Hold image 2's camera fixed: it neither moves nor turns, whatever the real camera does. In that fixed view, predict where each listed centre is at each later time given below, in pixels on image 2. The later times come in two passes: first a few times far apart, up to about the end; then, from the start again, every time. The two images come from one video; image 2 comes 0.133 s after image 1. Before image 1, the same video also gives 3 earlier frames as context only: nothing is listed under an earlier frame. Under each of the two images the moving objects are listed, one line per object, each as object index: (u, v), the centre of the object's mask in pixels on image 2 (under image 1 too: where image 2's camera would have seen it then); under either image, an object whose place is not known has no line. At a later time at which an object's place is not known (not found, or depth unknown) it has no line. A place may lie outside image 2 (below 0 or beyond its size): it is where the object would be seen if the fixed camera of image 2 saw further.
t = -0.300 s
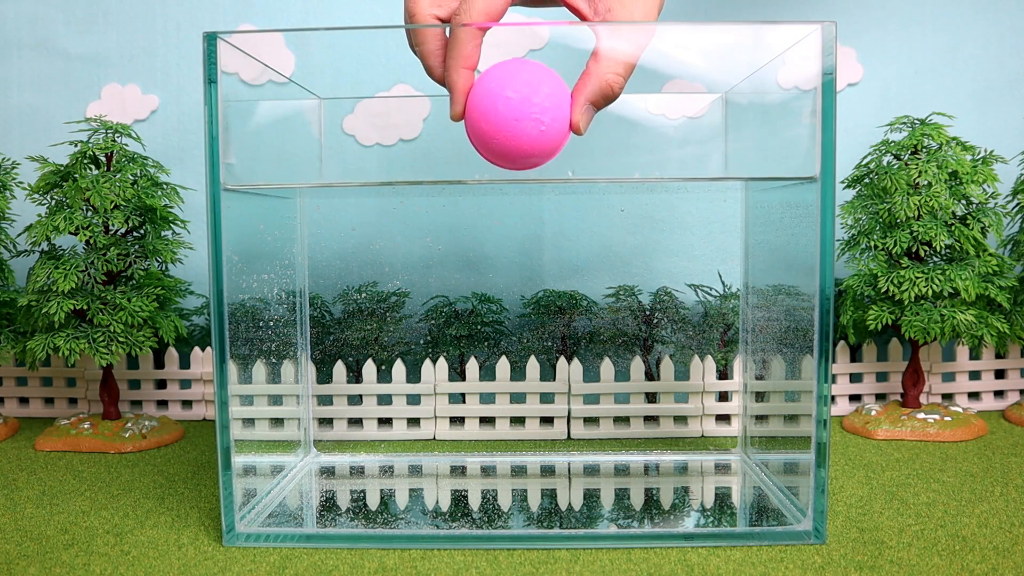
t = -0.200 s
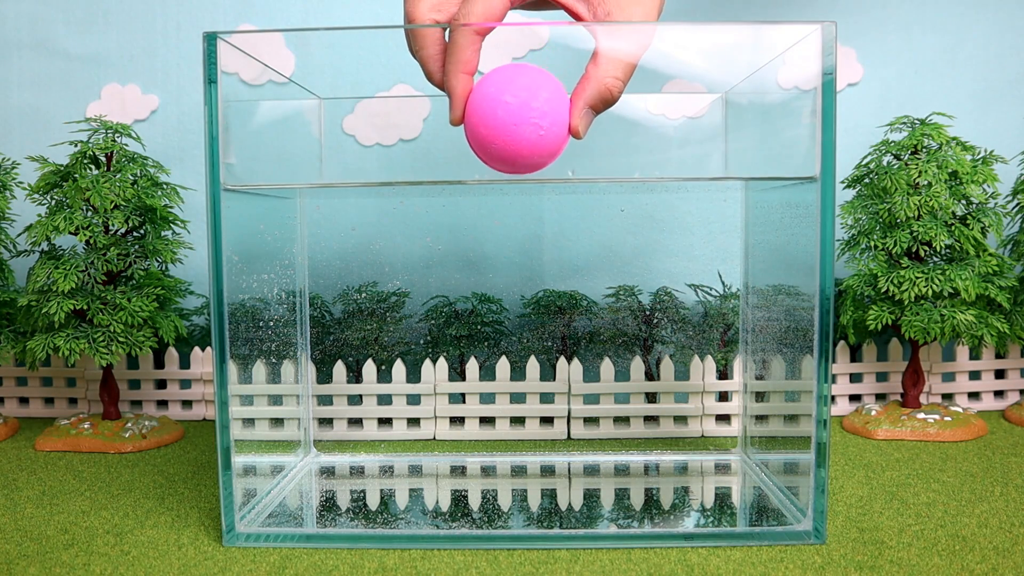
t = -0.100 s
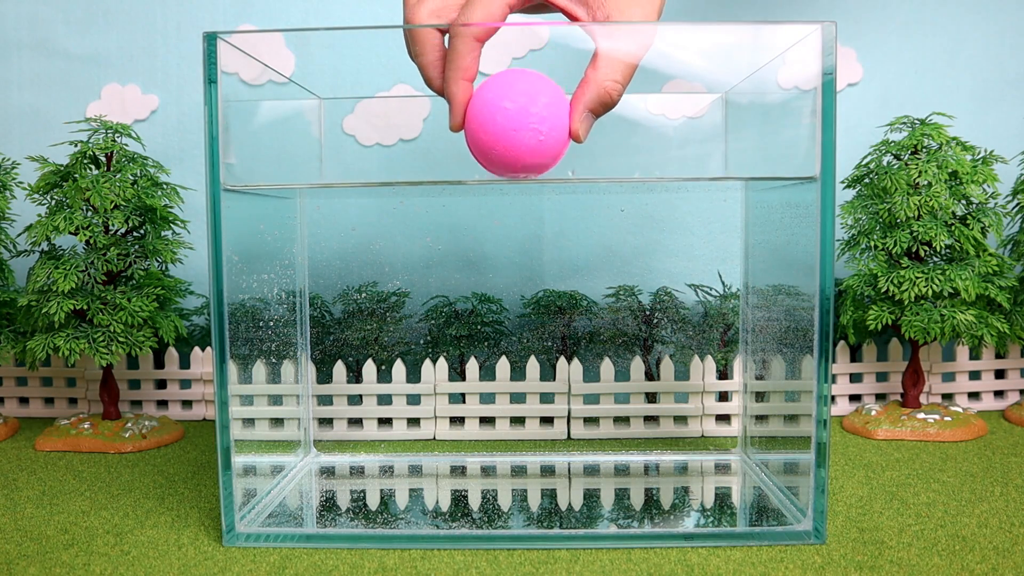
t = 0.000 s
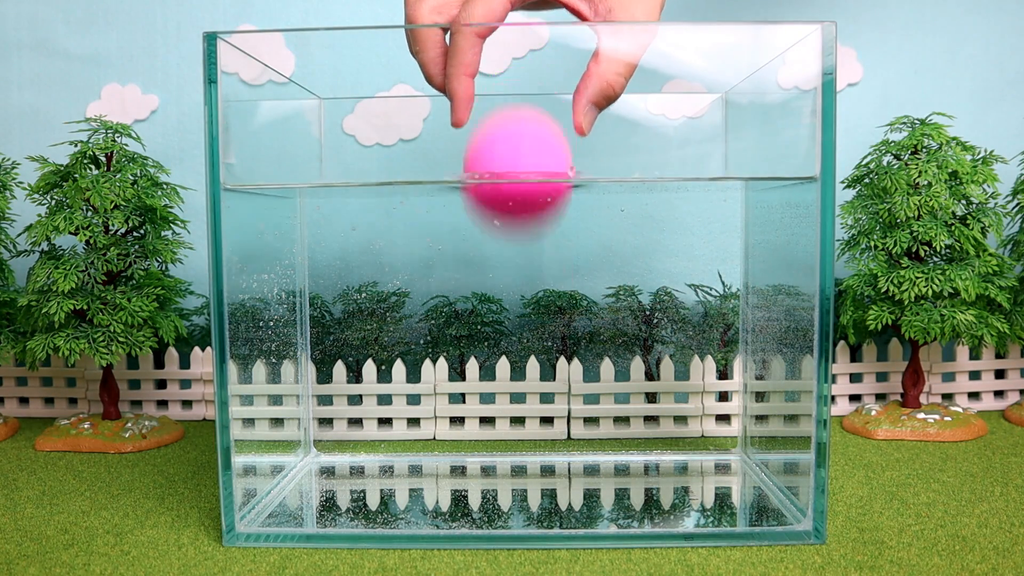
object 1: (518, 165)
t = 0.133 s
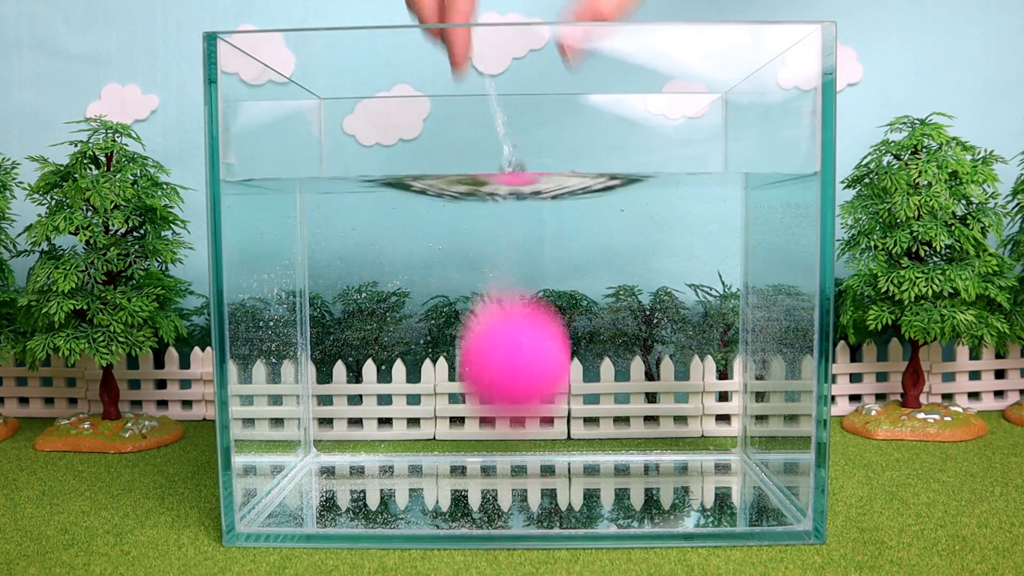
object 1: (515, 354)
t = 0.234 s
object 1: (513, 441)
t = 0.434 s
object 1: (505, 444)
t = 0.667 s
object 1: (501, 447)
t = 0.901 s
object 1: (502, 448)
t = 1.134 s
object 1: (506, 439)
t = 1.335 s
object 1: (510, 455)
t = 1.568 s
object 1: (514, 450)
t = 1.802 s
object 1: (517, 438)
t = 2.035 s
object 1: (518, 439)
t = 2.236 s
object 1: (518, 428)
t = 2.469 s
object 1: (519, 438)
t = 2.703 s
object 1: (519, 455)
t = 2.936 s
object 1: (515, 457)
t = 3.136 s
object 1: (517, 441)
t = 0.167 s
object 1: (513, 413)
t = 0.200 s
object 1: (514, 441)
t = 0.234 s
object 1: (513, 441)
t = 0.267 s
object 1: (511, 441)
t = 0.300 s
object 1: (509, 441)
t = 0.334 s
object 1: (508, 442)
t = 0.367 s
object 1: (507, 442)
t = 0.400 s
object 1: (506, 443)
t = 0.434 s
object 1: (505, 444)
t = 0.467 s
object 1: (504, 444)
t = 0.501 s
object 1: (503, 445)
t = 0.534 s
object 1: (502, 446)
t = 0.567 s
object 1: (502, 446)
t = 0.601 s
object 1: (501, 446)
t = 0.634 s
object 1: (501, 447)
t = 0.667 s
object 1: (501, 447)
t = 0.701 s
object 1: (500, 448)
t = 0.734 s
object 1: (500, 448)
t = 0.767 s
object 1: (500, 448)
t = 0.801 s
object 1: (500, 447)
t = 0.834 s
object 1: (501, 448)
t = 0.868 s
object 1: (501, 446)
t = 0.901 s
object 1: (502, 448)
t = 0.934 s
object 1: (502, 445)
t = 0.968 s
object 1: (503, 444)
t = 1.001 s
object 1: (504, 444)
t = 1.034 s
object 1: (503, 443)
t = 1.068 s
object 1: (504, 446)
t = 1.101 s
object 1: (505, 438)
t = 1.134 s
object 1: (506, 439)
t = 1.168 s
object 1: (507, 452)
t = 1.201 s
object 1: (507, 452)
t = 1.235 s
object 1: (508, 453)
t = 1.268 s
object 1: (508, 452)
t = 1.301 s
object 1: (509, 453)
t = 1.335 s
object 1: (510, 455)
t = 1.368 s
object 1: (511, 455)
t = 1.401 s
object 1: (511, 453)
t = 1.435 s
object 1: (512, 453)
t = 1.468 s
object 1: (513, 452)
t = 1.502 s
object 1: (514, 452)
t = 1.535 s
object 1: (514, 450)
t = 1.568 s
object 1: (514, 450)
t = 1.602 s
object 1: (515, 448)
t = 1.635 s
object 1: (515, 447)
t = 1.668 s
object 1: (515, 446)
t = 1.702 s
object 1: (516, 446)
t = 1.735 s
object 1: (516, 445)
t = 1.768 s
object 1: (516, 440)
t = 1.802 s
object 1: (517, 438)
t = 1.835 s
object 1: (517, 438)
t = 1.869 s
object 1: (517, 437)
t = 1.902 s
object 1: (518, 436)
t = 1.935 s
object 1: (518, 435)
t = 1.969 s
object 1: (519, 434)
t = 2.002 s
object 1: (518, 434)
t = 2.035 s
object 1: (518, 439)
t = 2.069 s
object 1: (518, 438)
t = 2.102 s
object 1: (518, 437)
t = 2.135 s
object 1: (518, 436)
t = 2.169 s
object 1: (519, 435)
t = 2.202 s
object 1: (519, 433)
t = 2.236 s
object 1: (518, 428)
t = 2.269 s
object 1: (518, 429)
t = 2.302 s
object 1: (518, 433)
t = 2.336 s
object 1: (519, 443)
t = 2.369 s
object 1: (519, 443)
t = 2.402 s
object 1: (519, 439)
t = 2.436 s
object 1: (519, 436)
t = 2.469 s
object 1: (519, 438)
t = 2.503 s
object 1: (518, 434)
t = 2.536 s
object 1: (519, 441)
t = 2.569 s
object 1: (517, 440)
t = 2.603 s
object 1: (519, 438)
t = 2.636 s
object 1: (518, 455)
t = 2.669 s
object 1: (518, 454)
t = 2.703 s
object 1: (519, 455)
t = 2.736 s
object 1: (519, 455)
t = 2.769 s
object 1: (519, 446)
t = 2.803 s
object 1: (519, 444)
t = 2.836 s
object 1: (518, 447)
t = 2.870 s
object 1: (517, 450)
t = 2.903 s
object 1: (517, 444)
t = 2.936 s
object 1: (515, 457)
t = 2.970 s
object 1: (516, 446)
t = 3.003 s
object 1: (516, 445)
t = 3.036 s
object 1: (516, 438)
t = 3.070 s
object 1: (516, 441)
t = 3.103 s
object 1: (516, 439)
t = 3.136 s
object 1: (517, 441)
